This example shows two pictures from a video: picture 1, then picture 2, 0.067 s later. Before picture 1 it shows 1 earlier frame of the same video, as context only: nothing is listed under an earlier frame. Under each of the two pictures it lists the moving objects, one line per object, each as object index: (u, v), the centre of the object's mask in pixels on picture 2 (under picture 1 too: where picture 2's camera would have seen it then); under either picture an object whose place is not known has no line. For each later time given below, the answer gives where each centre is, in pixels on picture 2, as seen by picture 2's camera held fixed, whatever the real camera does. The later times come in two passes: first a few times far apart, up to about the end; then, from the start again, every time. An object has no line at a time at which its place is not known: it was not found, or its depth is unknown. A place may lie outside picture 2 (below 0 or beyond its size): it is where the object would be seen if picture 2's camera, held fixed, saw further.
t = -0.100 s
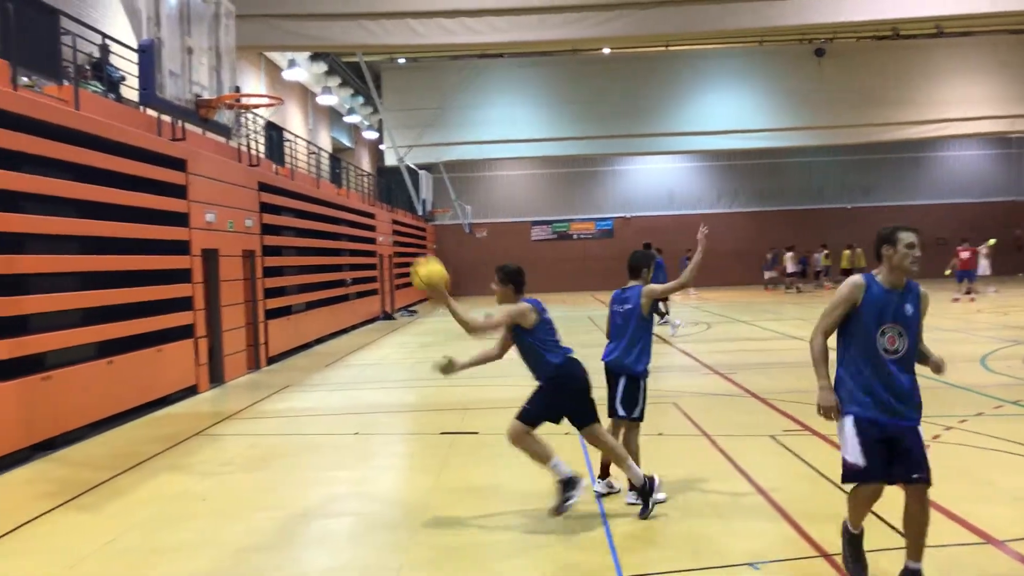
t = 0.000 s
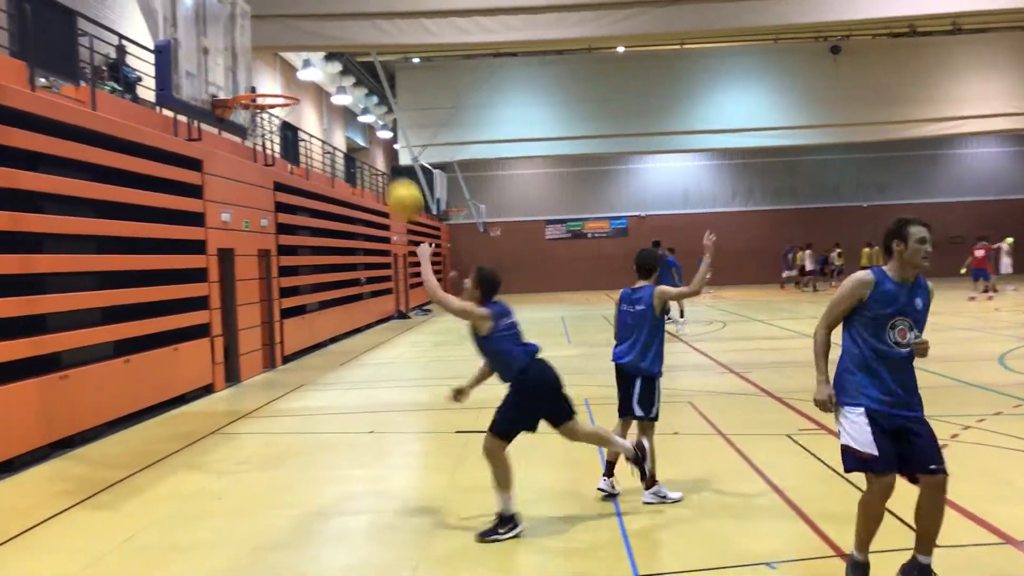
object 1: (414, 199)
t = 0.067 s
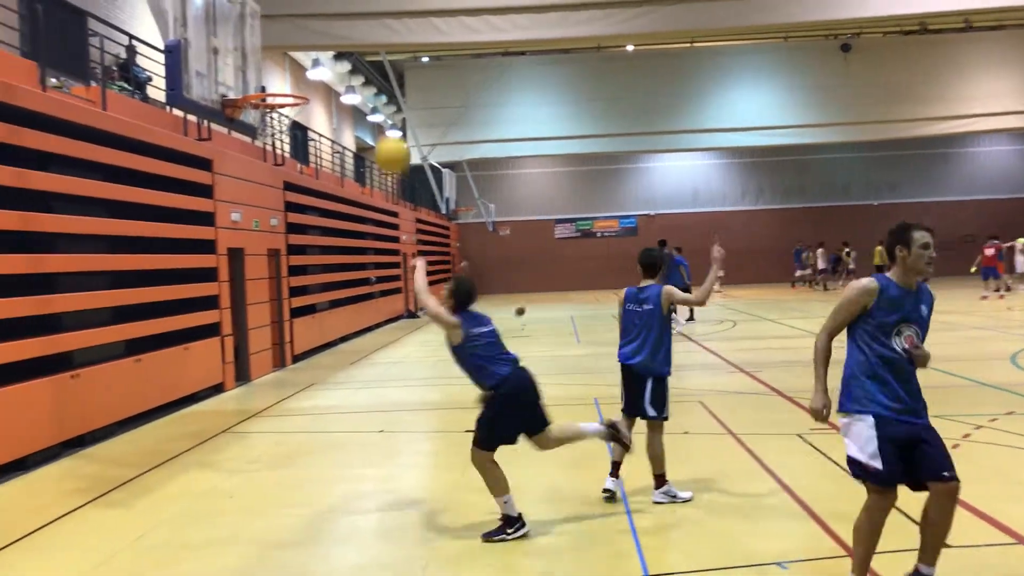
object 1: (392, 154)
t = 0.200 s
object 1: (355, 87)
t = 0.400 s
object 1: (299, 39)
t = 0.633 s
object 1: (244, 56)
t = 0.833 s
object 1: (274, 85)
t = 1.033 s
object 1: (299, 114)
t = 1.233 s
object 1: (280, 133)
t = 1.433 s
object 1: (255, 187)
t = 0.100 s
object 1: (383, 136)
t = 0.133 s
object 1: (373, 118)
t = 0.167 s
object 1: (364, 100)
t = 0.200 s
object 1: (355, 87)
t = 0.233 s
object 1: (346, 74)
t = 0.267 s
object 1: (335, 64)
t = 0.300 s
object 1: (325, 54)
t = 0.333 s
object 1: (316, 47)
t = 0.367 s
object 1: (308, 42)
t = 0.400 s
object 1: (299, 39)
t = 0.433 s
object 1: (290, 37)
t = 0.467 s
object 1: (282, 37)
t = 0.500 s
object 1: (275, 37)
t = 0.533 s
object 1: (266, 39)
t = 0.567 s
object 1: (259, 43)
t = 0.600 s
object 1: (251, 48)
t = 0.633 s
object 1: (244, 56)
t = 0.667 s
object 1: (237, 63)
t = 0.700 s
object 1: (237, 68)
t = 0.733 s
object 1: (247, 73)
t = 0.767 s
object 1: (255, 77)
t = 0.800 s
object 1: (265, 81)
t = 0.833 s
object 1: (274, 85)
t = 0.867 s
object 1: (283, 100)
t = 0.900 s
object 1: (292, 112)
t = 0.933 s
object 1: (299, 115)
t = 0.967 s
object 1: (301, 114)
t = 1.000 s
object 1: (301, 114)
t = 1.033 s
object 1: (299, 114)
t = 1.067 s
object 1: (297, 116)
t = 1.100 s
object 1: (295, 120)
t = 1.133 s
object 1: (292, 122)
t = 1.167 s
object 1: (287, 125)
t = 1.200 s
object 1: (284, 128)
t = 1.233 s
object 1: (280, 133)
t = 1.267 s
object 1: (275, 139)
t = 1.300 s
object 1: (271, 145)
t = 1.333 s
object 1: (267, 154)
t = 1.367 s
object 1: (263, 164)
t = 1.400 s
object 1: (258, 176)
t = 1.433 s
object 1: (255, 187)
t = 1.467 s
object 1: (252, 201)
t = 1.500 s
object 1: (247, 218)
